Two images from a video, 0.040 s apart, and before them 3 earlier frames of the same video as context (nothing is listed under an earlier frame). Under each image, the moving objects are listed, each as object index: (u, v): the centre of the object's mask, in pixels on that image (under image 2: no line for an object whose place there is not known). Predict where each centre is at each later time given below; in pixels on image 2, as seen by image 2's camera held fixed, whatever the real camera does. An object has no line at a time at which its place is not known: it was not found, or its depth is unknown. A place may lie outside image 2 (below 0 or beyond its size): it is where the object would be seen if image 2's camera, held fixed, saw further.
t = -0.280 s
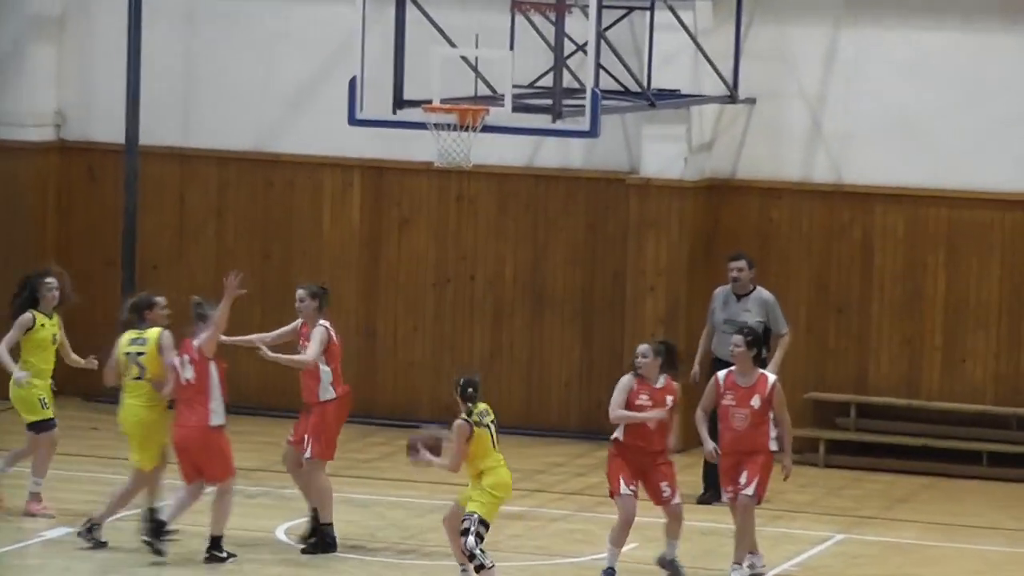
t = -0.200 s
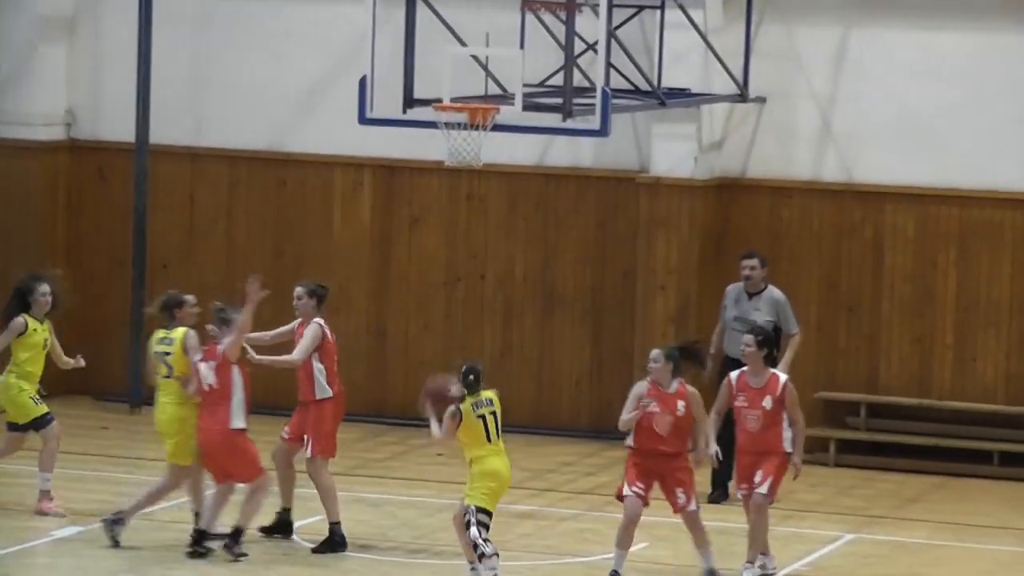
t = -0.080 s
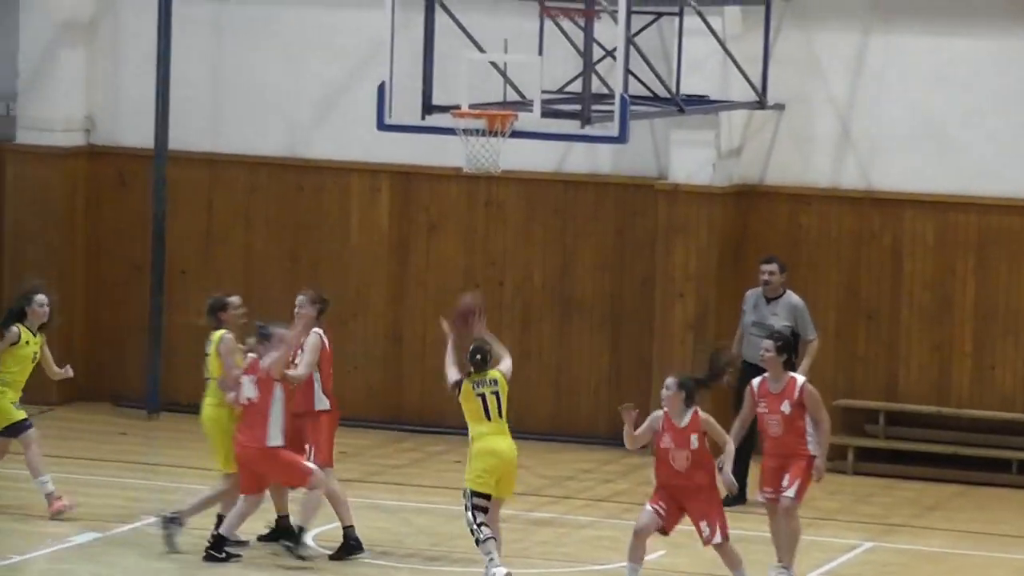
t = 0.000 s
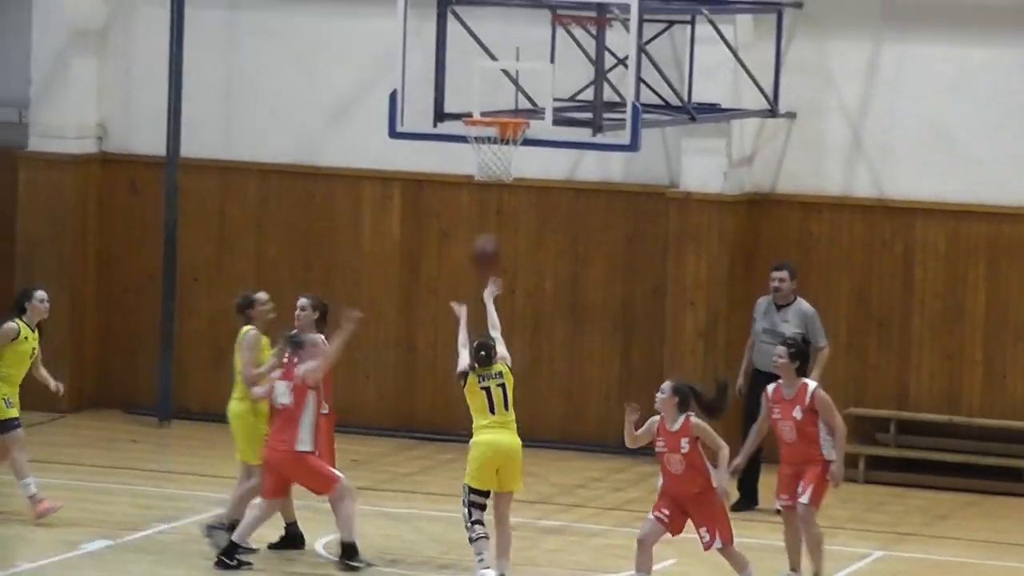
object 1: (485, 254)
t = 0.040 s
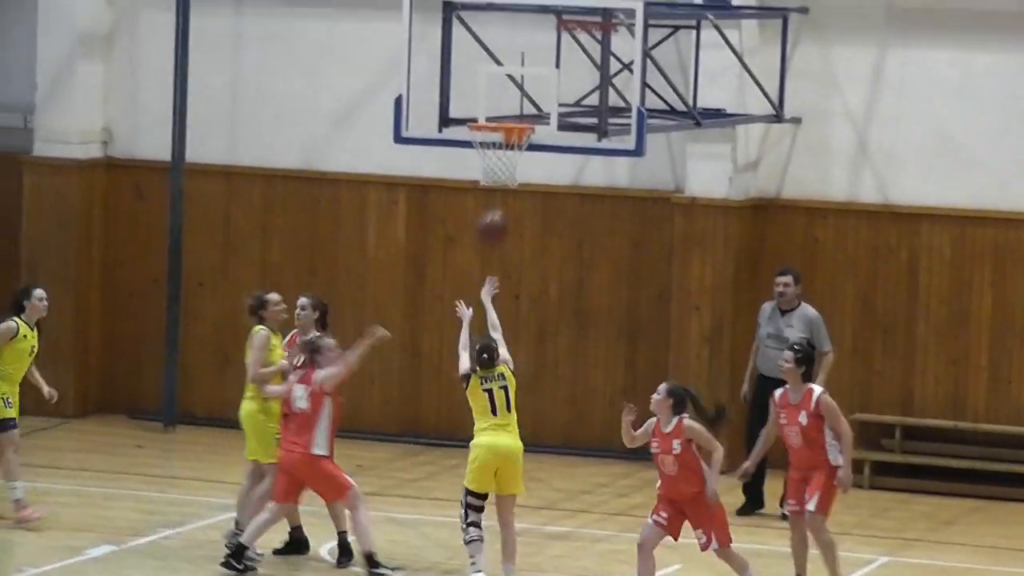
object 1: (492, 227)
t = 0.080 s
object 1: (495, 199)
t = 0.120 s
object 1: (497, 173)
